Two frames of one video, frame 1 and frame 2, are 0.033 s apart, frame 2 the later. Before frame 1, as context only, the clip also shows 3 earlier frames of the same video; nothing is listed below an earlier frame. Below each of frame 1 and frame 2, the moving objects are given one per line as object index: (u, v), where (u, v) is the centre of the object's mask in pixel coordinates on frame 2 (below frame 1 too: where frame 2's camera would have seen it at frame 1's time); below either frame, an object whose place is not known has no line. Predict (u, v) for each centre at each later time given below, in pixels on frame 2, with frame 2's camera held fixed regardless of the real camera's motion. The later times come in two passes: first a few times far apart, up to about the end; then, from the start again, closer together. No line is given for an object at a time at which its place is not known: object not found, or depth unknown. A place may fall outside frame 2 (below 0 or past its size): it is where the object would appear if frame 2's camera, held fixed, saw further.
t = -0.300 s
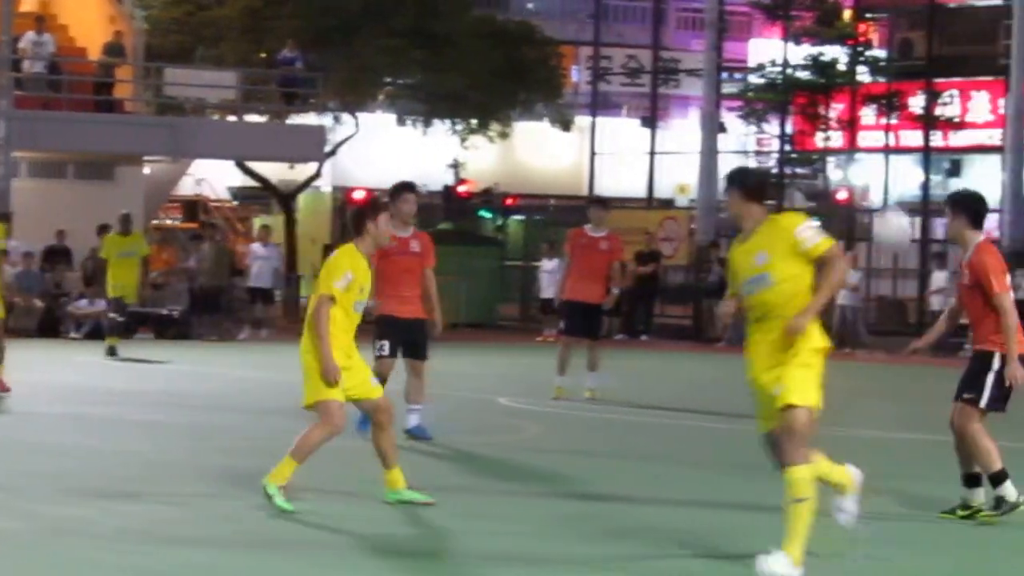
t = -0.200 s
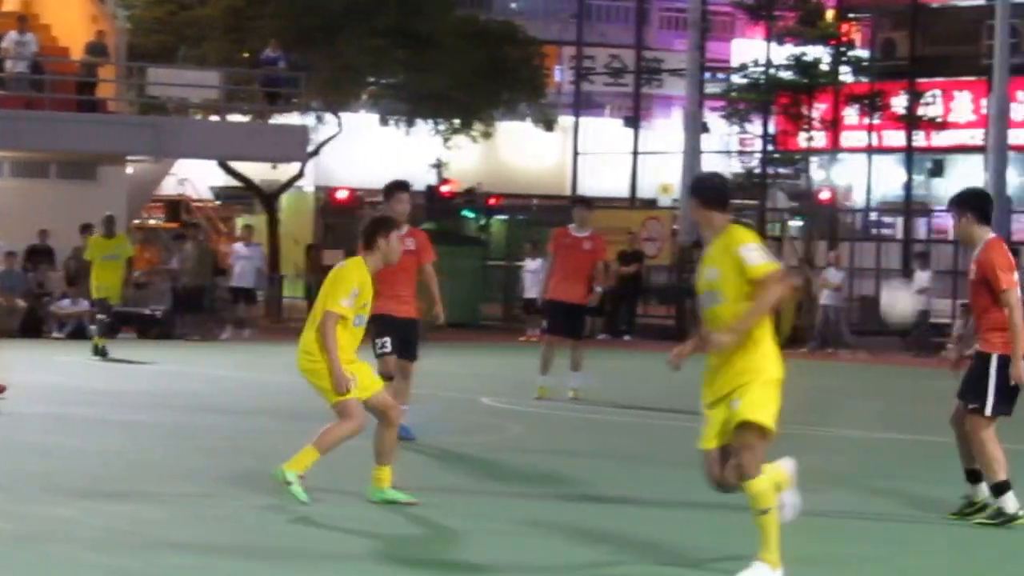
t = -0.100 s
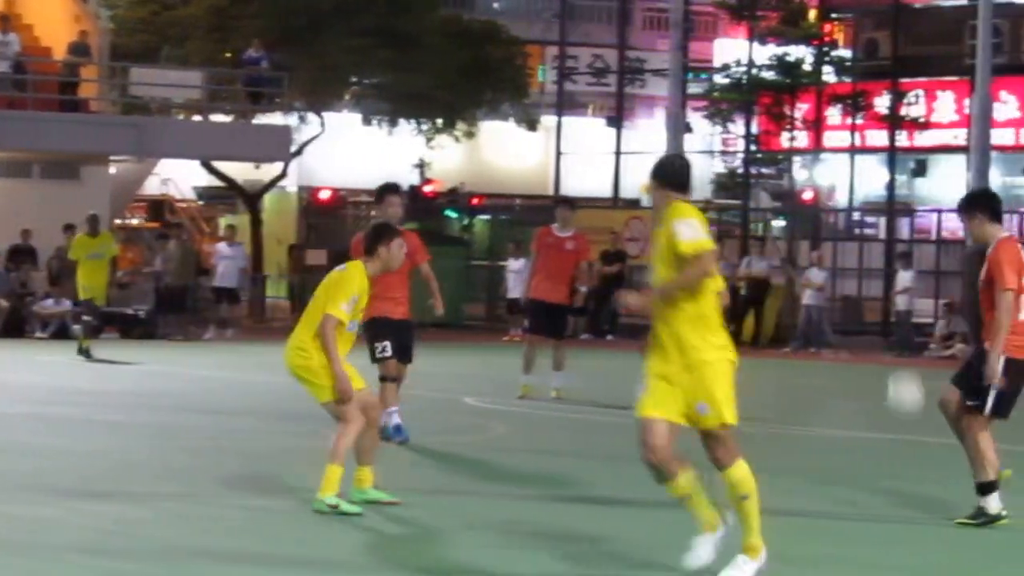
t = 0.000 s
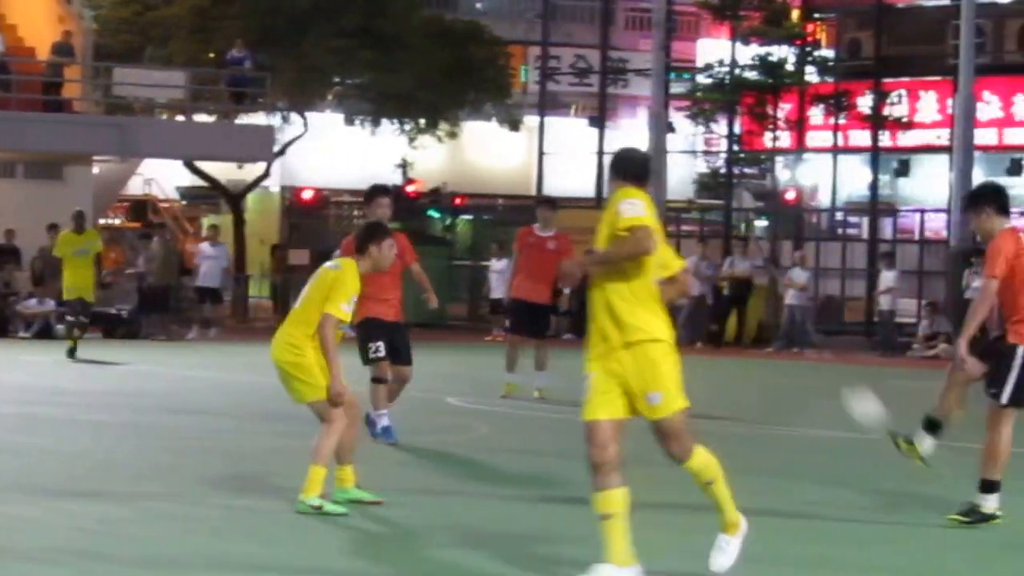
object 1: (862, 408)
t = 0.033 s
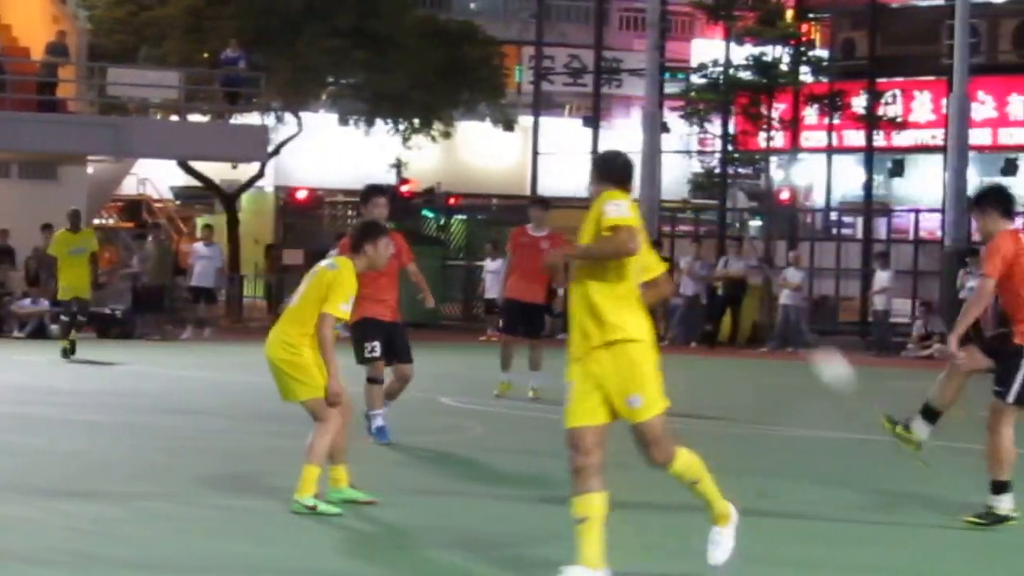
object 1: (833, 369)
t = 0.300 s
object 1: (636, 141)
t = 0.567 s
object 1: (452, 49)
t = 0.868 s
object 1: (263, 97)
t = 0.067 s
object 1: (806, 333)
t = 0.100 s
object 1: (780, 299)
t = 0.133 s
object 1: (757, 267)
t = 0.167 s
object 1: (728, 236)
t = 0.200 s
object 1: (705, 208)
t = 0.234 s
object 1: (682, 184)
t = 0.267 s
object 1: (651, 157)
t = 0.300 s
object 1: (636, 141)
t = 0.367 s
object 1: (587, 103)
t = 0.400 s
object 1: (563, 89)
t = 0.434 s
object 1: (540, 76)
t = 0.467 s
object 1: (517, 66)
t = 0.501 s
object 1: (495, 59)
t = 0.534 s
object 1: (474, 52)
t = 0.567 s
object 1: (452, 49)
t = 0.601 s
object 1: (430, 47)
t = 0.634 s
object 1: (409, 47)
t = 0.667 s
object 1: (388, 49)
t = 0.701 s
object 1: (367, 53)
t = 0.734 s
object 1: (345, 58)
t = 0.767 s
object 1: (325, 66)
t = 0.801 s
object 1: (304, 74)
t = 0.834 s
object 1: (283, 84)
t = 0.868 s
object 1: (263, 97)
